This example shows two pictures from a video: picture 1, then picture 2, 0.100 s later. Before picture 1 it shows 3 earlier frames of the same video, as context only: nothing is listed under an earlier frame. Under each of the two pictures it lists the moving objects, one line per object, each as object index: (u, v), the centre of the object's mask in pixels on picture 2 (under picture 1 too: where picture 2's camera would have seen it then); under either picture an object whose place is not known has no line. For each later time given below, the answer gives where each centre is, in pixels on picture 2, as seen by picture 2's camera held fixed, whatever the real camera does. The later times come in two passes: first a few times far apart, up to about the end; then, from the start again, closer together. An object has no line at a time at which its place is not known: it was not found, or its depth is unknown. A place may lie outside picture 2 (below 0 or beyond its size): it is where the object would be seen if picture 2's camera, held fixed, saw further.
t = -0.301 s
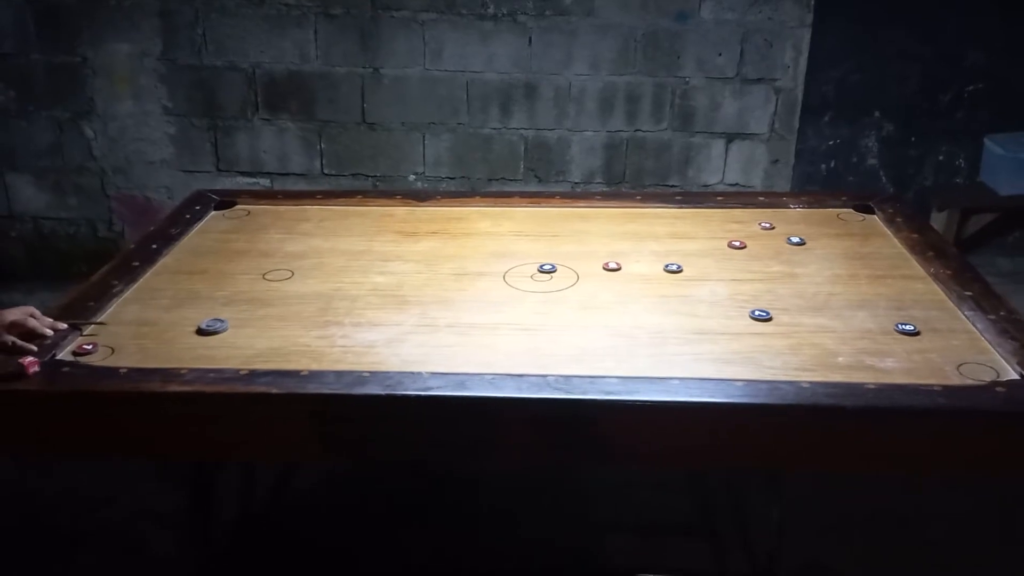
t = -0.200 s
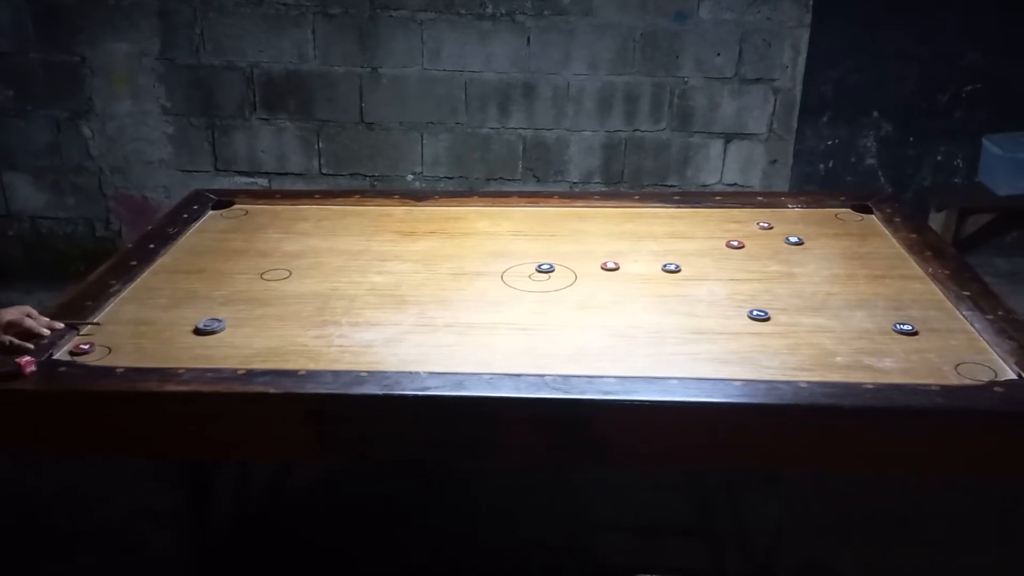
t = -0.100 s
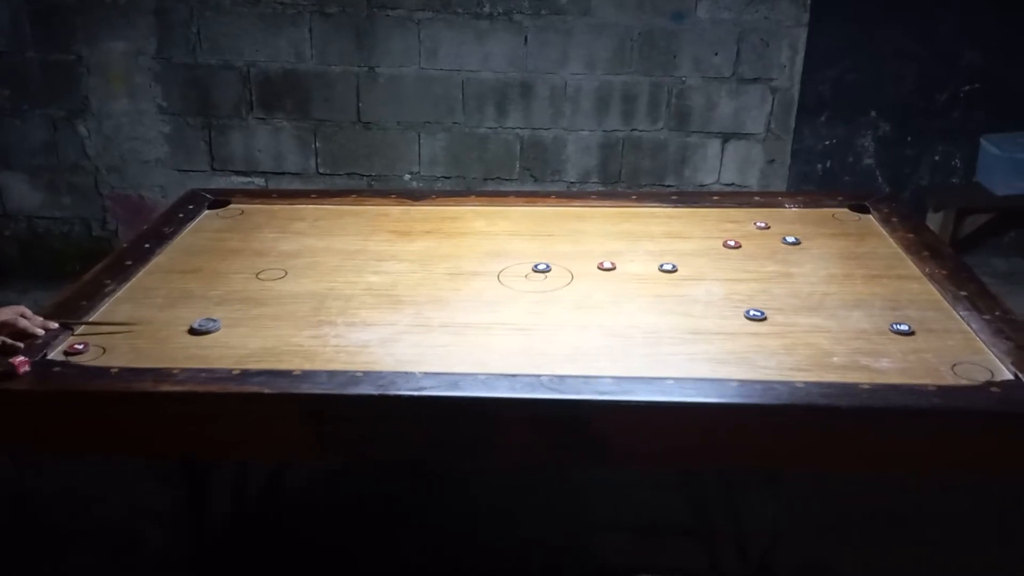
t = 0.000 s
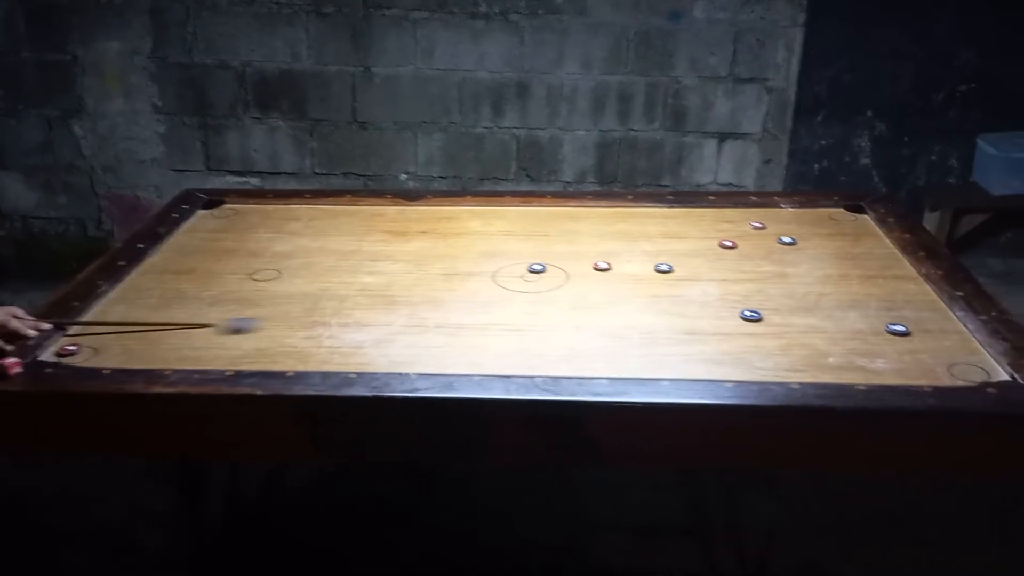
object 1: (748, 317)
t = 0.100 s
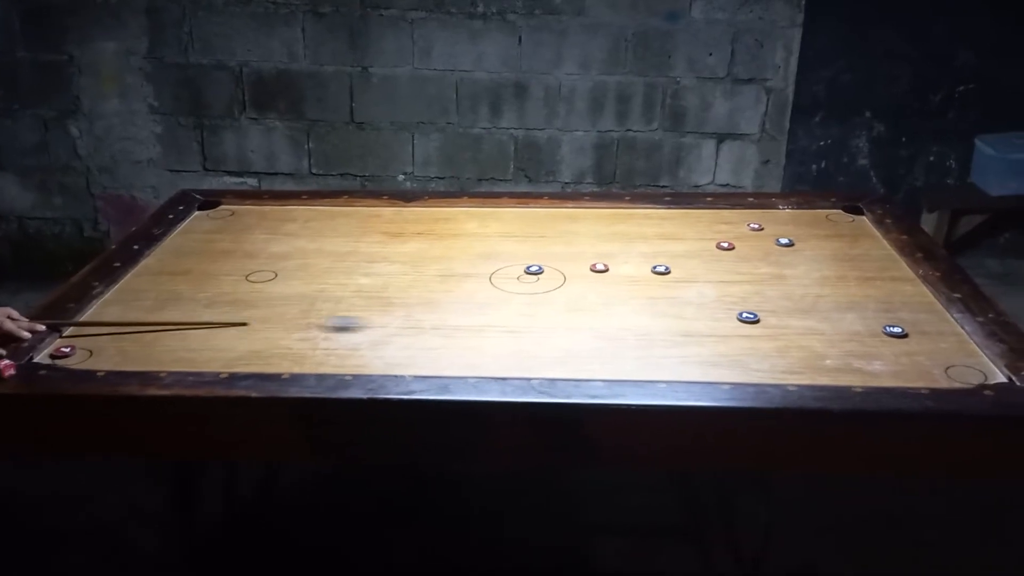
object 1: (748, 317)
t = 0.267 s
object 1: (748, 317)
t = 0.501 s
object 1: (748, 317)
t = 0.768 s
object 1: (962, 366)
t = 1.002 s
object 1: (920, 380)
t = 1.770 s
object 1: (815, 362)
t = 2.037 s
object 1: (814, 362)
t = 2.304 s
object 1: (815, 362)
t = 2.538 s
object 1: (815, 362)
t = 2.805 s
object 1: (814, 362)
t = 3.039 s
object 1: (815, 362)
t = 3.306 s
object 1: (814, 362)
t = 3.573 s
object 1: (814, 362)
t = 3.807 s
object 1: (814, 362)
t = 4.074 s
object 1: (814, 362)
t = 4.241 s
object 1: (814, 362)
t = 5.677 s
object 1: (815, 361)
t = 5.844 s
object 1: (815, 361)
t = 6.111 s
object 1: (815, 362)
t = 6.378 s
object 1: (815, 362)
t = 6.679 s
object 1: (815, 362)
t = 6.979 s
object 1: (815, 362)
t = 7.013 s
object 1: (815, 362)
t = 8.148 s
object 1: (815, 362)
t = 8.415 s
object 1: (815, 361)
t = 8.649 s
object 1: (815, 361)
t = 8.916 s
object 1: (814, 362)
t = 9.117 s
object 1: (815, 362)
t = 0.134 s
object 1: (748, 317)
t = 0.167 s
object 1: (747, 317)
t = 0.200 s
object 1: (748, 317)
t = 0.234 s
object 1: (748, 317)
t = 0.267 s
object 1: (748, 317)
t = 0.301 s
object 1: (748, 317)
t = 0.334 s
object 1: (748, 317)
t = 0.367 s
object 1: (748, 318)
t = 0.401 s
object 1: (748, 318)
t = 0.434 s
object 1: (748, 317)
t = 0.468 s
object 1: (748, 317)
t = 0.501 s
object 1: (748, 317)
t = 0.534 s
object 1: (763, 321)
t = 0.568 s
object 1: (793, 327)
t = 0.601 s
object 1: (820, 334)
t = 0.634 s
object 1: (847, 340)
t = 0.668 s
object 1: (875, 347)
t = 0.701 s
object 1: (904, 353)
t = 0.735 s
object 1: (933, 360)
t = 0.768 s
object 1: (962, 366)
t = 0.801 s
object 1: (985, 373)
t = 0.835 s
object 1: (979, 376)
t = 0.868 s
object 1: (968, 378)
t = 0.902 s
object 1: (955, 382)
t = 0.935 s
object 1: (942, 382)
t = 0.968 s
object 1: (931, 381)
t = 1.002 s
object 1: (920, 380)
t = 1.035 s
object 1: (910, 379)
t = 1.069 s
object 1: (900, 377)
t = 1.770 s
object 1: (815, 362)
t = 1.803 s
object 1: (815, 362)
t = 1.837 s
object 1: (815, 362)
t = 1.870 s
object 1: (815, 361)
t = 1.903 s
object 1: (815, 362)
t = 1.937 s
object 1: (815, 362)
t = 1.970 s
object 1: (815, 362)
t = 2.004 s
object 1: (815, 362)
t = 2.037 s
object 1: (814, 362)
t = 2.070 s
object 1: (815, 362)
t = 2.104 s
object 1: (815, 362)
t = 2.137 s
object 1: (815, 362)
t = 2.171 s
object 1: (815, 362)
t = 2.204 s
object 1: (815, 362)
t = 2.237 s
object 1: (815, 362)
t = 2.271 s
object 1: (815, 362)
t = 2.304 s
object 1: (815, 362)
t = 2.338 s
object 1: (815, 362)
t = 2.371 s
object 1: (815, 362)
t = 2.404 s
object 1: (815, 362)
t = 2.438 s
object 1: (815, 362)
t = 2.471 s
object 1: (815, 362)
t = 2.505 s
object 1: (815, 362)
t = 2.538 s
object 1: (815, 362)
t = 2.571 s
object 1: (815, 362)
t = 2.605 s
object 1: (815, 362)
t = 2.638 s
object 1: (815, 362)
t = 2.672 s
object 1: (815, 362)
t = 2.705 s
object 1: (815, 362)
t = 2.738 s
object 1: (815, 362)
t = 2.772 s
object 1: (815, 362)
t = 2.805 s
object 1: (814, 362)
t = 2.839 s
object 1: (815, 362)
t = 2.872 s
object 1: (814, 362)
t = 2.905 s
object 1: (815, 362)
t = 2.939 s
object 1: (815, 362)
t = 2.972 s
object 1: (815, 362)
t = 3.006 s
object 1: (815, 362)
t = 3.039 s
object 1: (815, 362)
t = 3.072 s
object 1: (814, 362)
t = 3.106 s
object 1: (815, 362)
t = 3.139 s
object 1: (814, 362)
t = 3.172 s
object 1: (814, 362)
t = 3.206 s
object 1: (815, 362)
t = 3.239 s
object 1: (814, 362)
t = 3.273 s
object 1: (814, 362)
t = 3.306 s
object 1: (814, 362)
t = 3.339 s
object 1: (814, 362)
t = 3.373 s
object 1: (814, 362)
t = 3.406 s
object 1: (814, 362)
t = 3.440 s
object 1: (814, 362)
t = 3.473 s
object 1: (814, 362)
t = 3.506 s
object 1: (814, 362)
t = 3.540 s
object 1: (814, 362)
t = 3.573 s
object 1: (814, 362)
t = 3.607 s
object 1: (814, 362)
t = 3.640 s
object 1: (814, 362)
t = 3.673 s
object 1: (814, 362)
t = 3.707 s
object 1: (814, 362)
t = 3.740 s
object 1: (814, 362)
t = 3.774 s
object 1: (814, 362)
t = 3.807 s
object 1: (814, 362)
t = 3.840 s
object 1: (814, 362)
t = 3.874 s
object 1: (814, 362)
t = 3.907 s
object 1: (814, 362)
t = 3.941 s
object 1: (814, 362)
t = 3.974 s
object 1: (814, 362)
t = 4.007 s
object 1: (814, 362)
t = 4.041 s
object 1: (814, 362)
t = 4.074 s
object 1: (814, 362)
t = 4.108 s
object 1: (814, 362)
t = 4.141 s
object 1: (814, 362)
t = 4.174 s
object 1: (814, 362)
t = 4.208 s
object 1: (814, 362)
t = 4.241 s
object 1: (814, 362)
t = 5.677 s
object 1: (815, 361)
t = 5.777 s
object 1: (814, 362)
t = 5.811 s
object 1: (814, 362)
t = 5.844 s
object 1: (815, 361)
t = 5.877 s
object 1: (815, 361)
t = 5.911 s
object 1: (815, 362)
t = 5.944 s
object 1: (814, 362)
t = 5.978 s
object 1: (815, 362)
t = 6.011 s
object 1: (815, 362)
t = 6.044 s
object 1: (815, 362)
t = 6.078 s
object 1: (815, 362)
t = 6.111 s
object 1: (815, 362)
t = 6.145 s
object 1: (815, 362)
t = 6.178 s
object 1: (815, 362)
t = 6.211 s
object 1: (815, 362)
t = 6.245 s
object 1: (815, 361)
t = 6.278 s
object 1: (815, 362)
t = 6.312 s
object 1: (815, 362)
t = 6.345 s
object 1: (815, 362)
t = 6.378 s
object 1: (815, 362)
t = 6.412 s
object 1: (815, 362)
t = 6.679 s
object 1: (815, 362)
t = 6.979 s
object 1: (815, 362)
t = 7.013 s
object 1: (815, 362)
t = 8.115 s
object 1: (815, 362)
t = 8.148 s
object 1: (815, 362)
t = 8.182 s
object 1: (815, 362)
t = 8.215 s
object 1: (815, 362)
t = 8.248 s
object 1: (815, 362)
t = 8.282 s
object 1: (815, 362)
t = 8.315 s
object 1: (814, 362)
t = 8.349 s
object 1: (815, 361)
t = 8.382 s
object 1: (815, 362)
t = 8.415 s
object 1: (815, 361)
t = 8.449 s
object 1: (815, 361)
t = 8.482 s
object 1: (815, 361)
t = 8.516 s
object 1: (815, 361)
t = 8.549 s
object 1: (815, 361)
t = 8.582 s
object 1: (815, 361)
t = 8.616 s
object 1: (815, 361)
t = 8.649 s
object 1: (815, 361)
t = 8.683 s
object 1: (815, 361)
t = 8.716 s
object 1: (815, 361)
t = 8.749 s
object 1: (815, 361)
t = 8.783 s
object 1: (815, 361)
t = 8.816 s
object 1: (815, 361)
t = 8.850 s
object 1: (815, 361)
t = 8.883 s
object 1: (815, 362)
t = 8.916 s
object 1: (814, 362)
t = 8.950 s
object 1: (815, 362)
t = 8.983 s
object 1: (815, 362)
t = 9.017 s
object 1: (815, 361)
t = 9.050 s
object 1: (815, 362)
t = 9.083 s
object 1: (815, 361)
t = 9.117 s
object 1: (815, 362)
